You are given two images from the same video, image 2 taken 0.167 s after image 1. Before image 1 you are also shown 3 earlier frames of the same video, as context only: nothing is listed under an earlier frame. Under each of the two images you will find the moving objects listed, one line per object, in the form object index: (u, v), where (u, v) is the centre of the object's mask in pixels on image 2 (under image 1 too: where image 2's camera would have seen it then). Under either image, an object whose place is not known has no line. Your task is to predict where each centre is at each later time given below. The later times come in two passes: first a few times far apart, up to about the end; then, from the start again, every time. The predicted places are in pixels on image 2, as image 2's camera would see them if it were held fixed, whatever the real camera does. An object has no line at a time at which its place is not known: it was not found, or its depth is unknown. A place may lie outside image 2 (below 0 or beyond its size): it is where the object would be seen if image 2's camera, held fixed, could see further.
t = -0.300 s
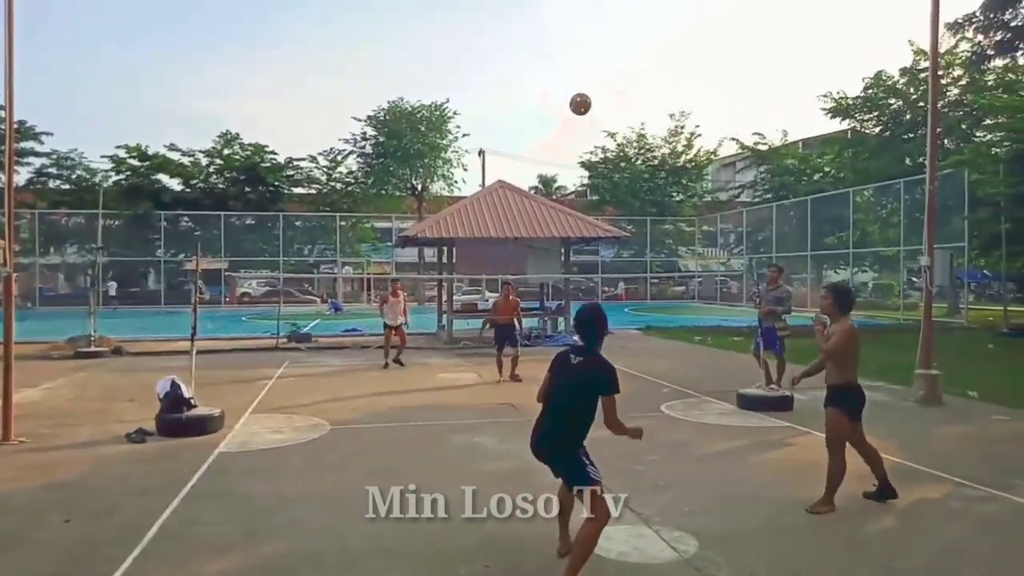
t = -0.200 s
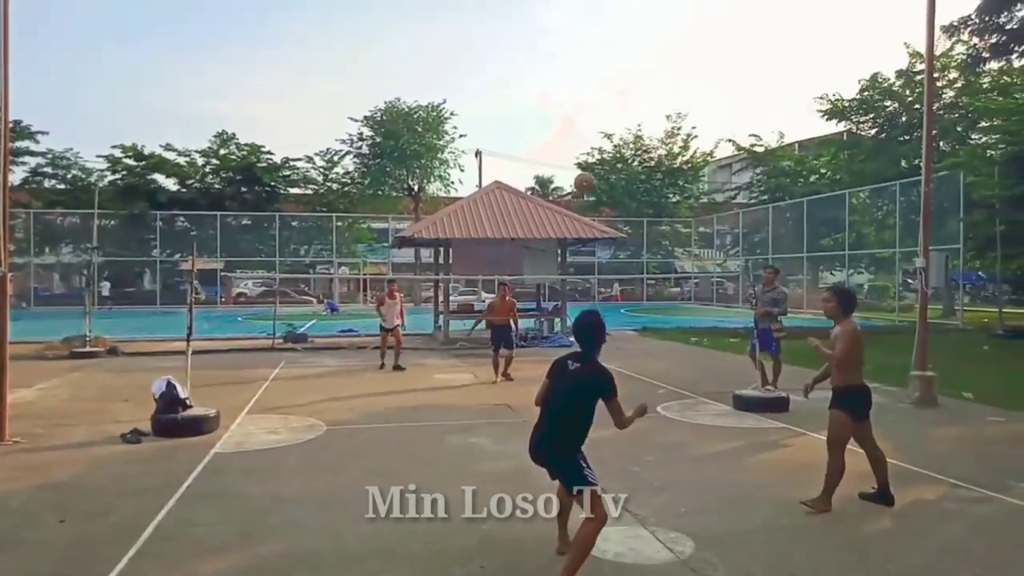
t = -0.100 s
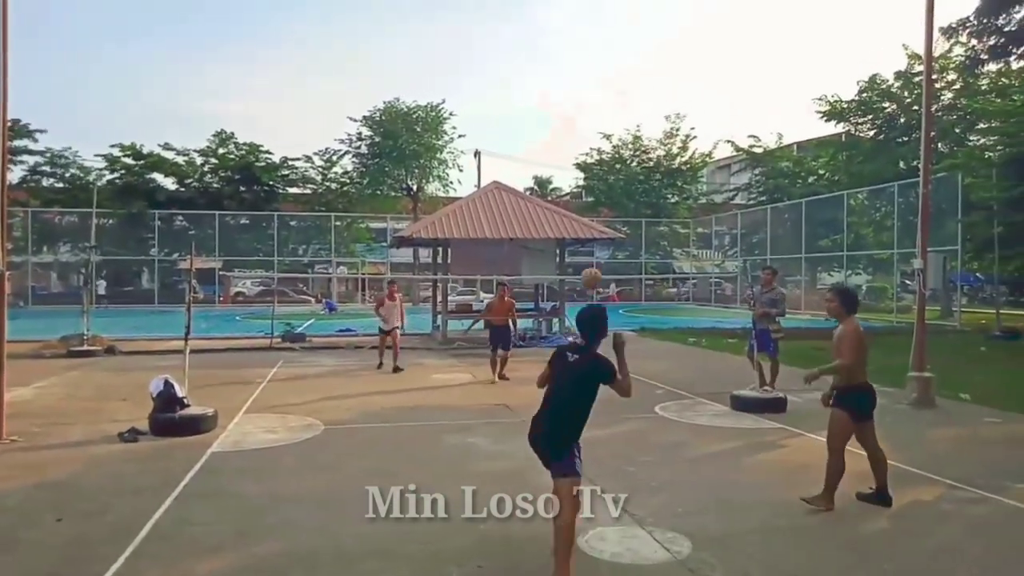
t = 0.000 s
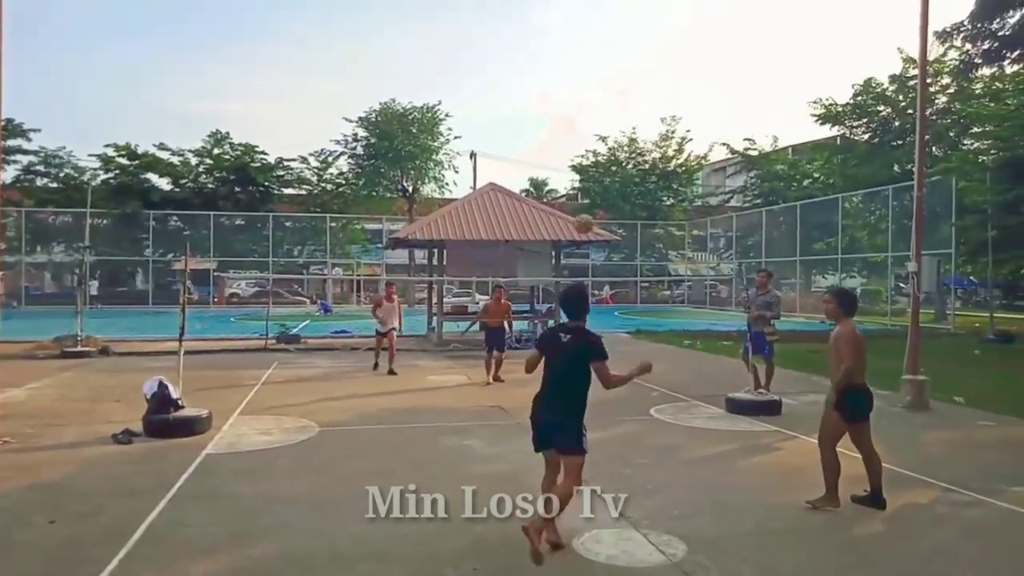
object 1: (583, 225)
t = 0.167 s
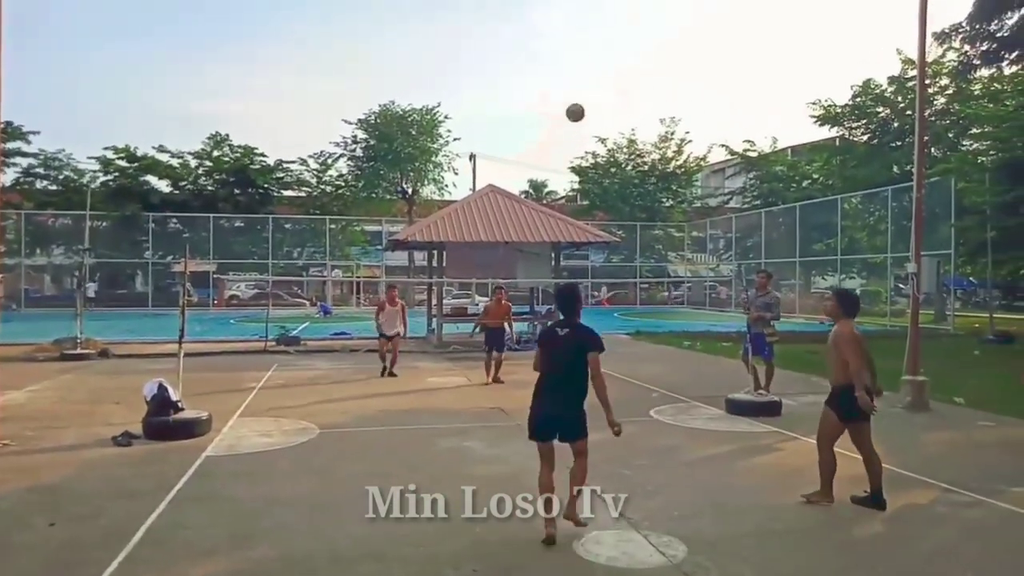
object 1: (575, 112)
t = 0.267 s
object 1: (571, 72)
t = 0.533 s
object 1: (562, 39)
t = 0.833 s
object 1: (555, 99)
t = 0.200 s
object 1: (573, 97)
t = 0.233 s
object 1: (572, 83)
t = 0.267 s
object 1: (571, 72)
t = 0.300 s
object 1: (569, 62)
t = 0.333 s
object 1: (568, 54)
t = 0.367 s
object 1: (567, 48)
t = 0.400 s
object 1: (566, 43)
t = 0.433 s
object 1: (565, 40)
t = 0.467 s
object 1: (564, 38)
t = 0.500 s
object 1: (563, 37)
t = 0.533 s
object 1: (562, 39)
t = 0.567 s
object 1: (561, 41)
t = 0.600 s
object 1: (560, 45)
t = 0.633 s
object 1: (559, 49)
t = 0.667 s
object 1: (558, 55)
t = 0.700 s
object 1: (558, 62)
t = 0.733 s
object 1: (557, 70)
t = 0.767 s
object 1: (556, 79)
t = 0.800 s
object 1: (555, 88)
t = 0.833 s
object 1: (555, 99)
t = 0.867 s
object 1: (554, 111)
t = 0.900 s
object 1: (554, 123)
